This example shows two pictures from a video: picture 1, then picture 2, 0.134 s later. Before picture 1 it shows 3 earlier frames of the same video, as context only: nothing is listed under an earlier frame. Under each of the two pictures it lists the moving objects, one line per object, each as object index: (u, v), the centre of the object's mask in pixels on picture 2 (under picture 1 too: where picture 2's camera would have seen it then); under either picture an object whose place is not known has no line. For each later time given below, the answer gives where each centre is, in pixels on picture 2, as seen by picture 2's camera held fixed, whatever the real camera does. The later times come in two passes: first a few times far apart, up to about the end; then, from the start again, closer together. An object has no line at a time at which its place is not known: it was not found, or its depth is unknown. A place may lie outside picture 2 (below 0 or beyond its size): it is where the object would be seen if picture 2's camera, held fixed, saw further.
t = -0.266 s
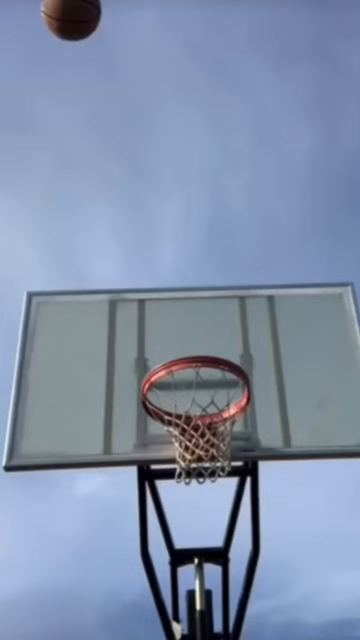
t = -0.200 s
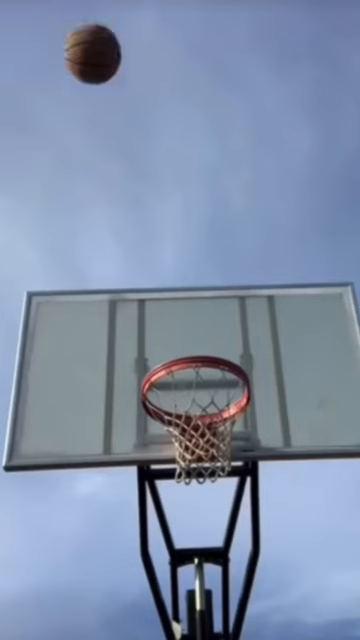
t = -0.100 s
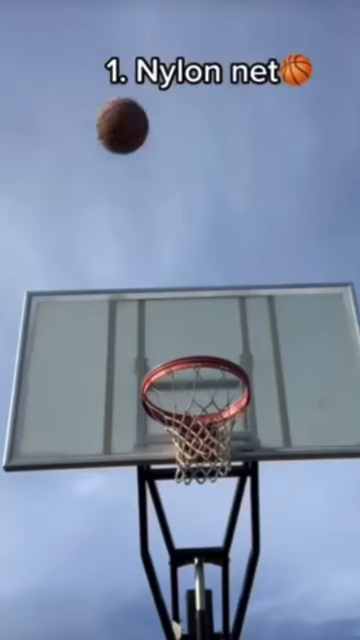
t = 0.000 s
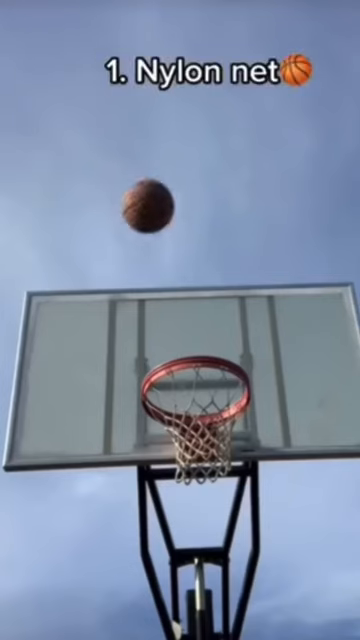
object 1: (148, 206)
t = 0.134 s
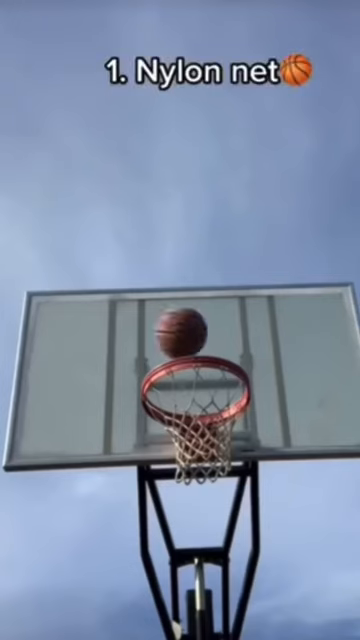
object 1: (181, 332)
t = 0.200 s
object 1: (197, 407)
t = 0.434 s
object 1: (214, 497)
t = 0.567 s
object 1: (223, 593)
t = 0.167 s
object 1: (192, 371)
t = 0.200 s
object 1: (197, 407)
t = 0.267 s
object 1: (209, 458)
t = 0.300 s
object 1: (210, 453)
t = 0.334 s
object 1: (209, 458)
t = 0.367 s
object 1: (208, 464)
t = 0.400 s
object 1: (212, 482)
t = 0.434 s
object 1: (214, 497)
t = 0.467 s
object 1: (216, 517)
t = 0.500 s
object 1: (219, 538)
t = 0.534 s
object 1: (221, 563)
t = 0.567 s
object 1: (223, 593)
